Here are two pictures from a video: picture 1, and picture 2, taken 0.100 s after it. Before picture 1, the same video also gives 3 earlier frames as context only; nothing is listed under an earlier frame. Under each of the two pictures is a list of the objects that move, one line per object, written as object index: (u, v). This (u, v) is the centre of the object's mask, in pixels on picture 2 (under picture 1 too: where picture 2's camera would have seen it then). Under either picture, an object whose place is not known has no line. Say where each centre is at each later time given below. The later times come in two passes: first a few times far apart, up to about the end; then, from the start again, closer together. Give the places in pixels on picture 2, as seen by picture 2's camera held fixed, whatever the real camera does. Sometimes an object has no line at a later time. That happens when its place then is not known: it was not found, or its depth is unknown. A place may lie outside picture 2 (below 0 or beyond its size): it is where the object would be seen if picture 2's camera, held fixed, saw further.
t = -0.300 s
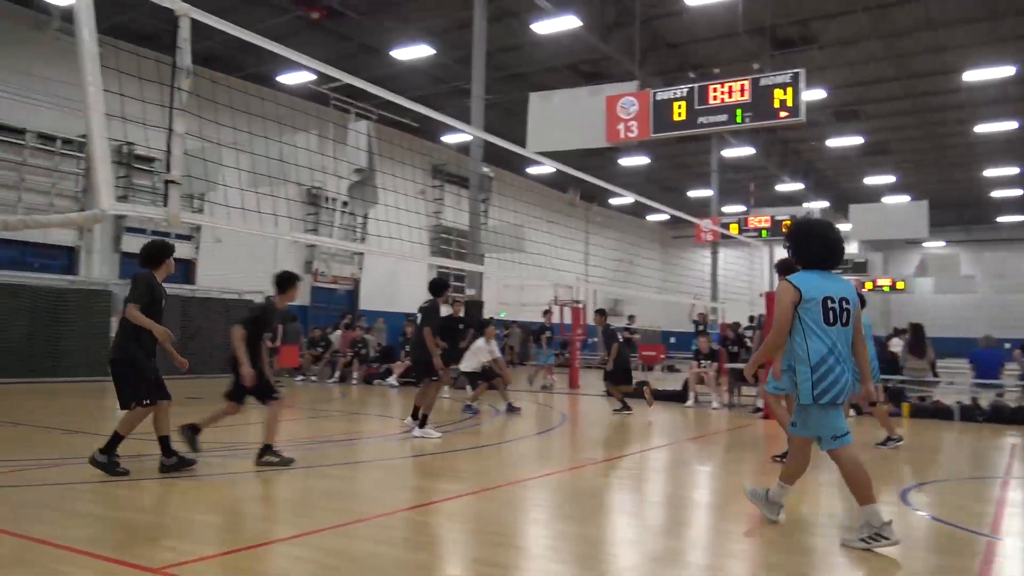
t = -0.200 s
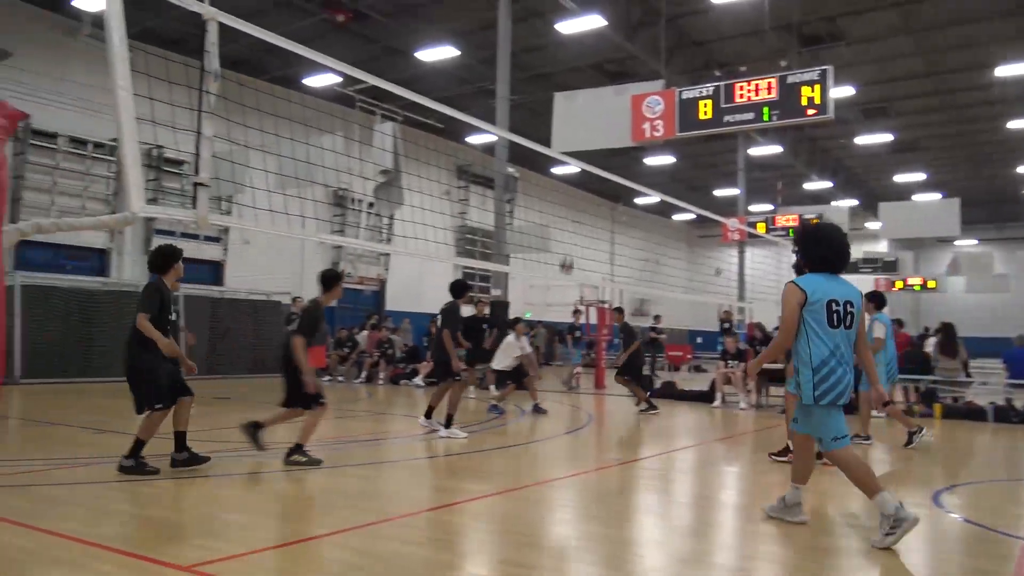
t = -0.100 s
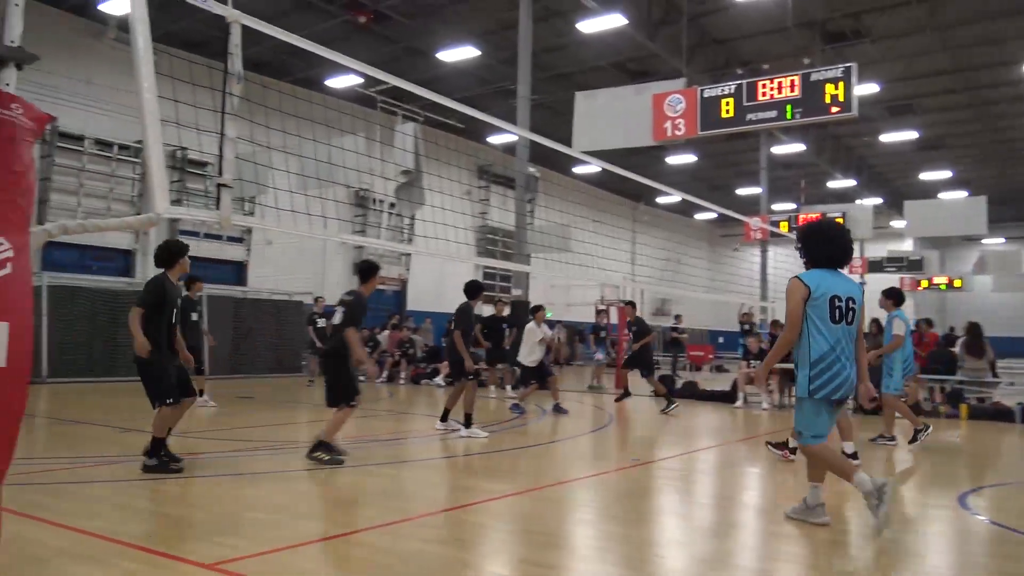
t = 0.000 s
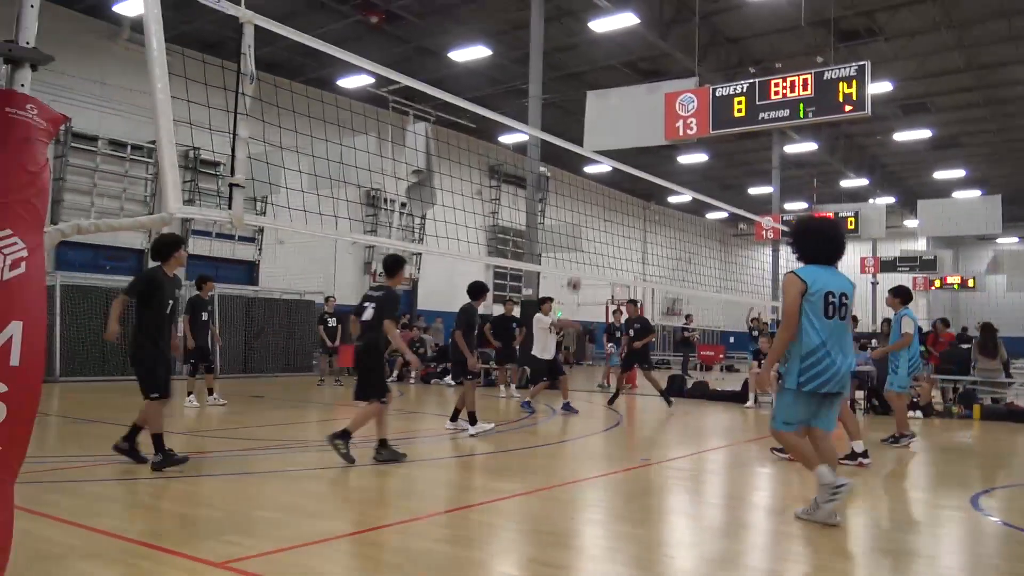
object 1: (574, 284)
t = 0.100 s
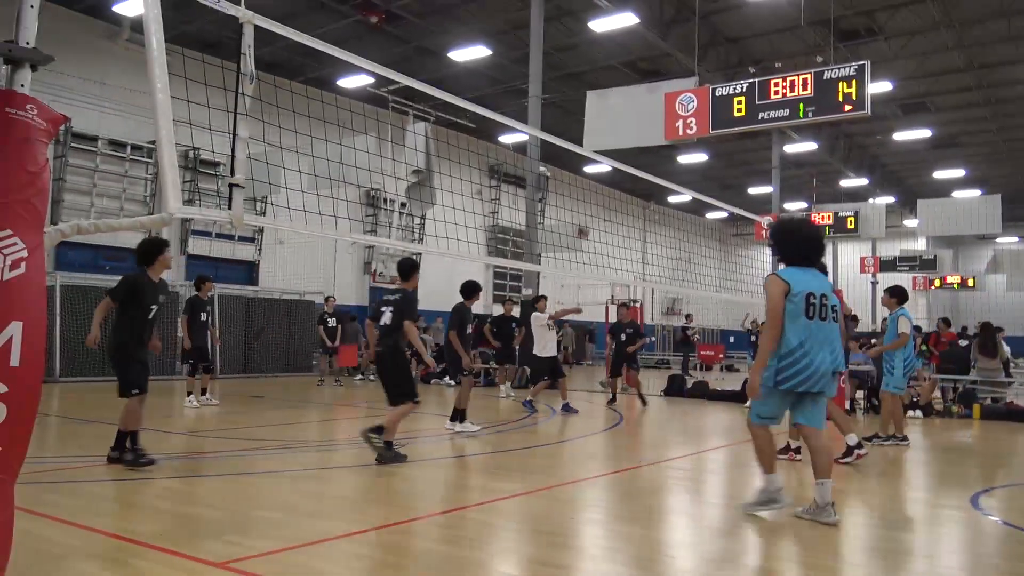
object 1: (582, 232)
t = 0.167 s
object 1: (589, 198)
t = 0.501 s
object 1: (616, 79)
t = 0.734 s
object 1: (638, 41)
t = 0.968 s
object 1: (660, 45)
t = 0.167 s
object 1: (589, 198)
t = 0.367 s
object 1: (605, 119)
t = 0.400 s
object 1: (607, 109)
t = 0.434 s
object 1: (611, 99)
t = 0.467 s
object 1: (614, 88)
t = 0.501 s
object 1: (616, 79)
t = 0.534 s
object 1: (619, 71)
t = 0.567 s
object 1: (623, 64)
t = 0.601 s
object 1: (626, 58)
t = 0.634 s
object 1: (629, 53)
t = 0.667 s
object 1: (632, 47)
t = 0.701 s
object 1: (635, 43)
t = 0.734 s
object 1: (638, 41)
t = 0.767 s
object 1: (641, 38)
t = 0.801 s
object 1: (645, 36)
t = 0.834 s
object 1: (647, 37)
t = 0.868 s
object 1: (650, 37)
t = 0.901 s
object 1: (654, 39)
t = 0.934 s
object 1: (657, 42)
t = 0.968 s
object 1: (660, 45)
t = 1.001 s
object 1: (665, 51)
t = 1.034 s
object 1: (667, 57)
